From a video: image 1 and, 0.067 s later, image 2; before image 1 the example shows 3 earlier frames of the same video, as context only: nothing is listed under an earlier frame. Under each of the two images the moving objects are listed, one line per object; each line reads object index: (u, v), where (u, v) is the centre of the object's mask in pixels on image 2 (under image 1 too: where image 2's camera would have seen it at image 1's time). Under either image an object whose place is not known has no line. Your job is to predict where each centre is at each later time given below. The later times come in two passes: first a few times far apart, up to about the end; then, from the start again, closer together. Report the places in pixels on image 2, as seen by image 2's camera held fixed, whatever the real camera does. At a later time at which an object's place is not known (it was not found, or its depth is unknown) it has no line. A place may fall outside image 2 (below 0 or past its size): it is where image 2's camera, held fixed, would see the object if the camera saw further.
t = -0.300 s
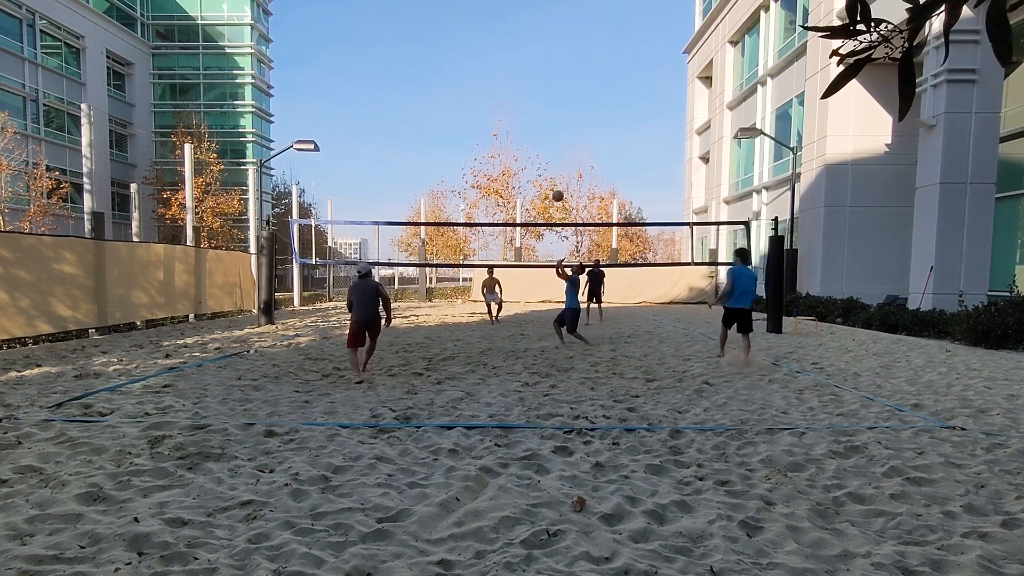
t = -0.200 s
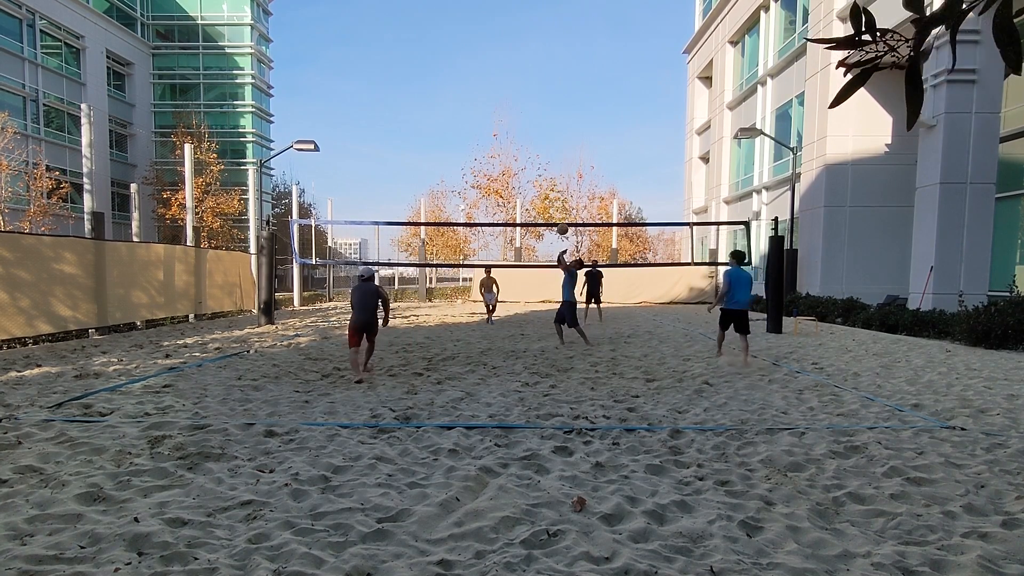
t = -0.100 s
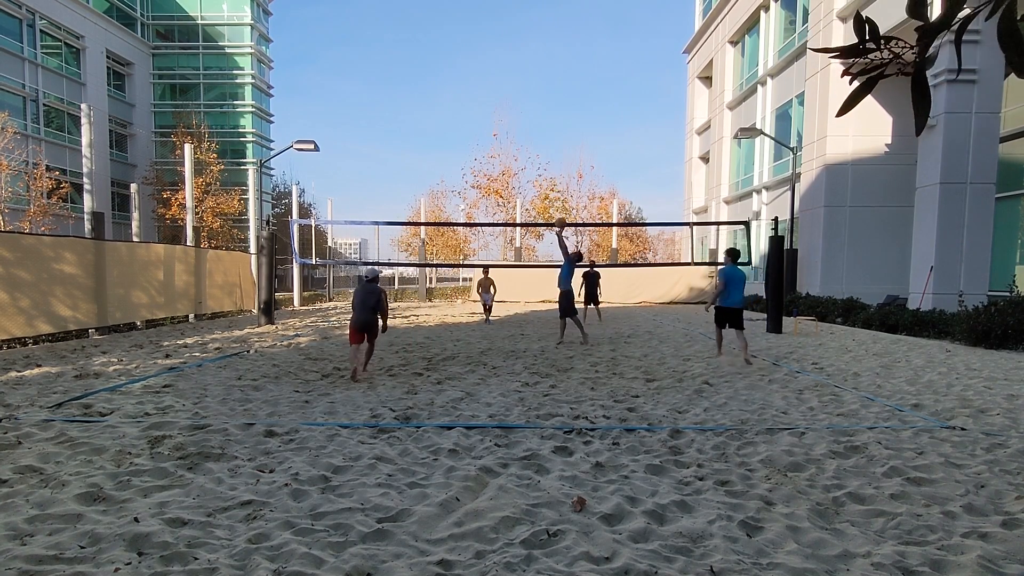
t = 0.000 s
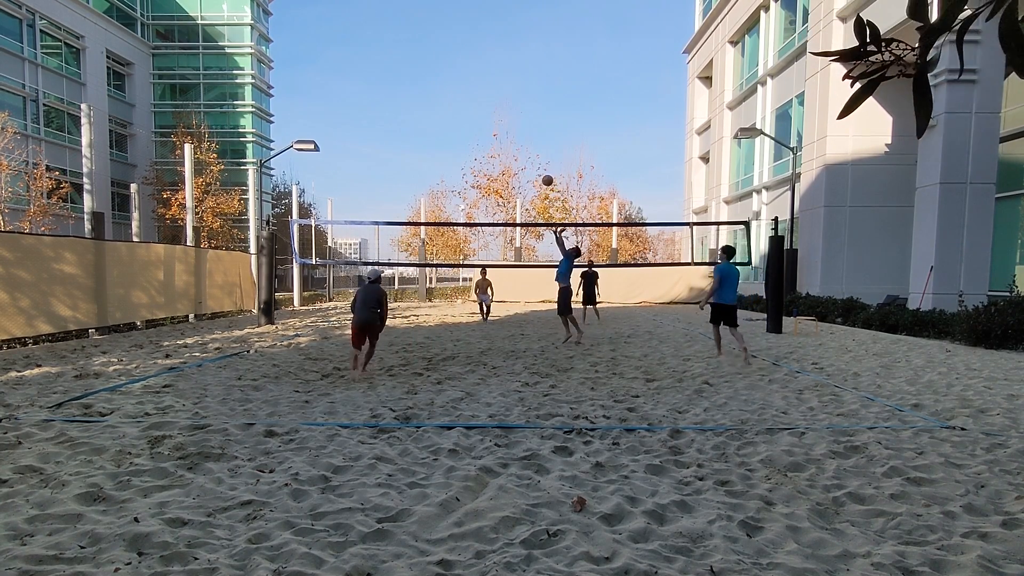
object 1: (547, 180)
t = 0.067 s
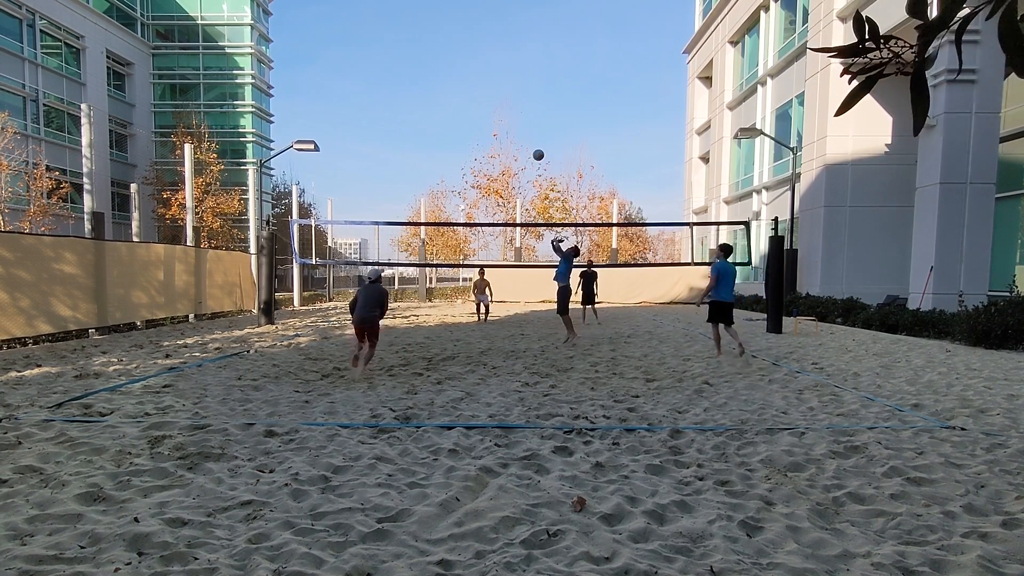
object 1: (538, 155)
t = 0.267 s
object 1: (510, 92)
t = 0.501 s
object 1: (476, 46)
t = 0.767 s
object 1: (438, 30)
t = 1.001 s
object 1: (404, 48)
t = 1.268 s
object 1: (367, 106)
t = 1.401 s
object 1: (350, 149)
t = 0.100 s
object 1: (533, 143)
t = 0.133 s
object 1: (529, 132)
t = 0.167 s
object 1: (524, 121)
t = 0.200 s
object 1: (520, 111)
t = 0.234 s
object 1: (515, 101)
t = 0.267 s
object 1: (510, 92)
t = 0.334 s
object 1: (500, 76)
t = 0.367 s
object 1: (496, 68)
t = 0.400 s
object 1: (491, 62)
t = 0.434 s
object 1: (486, 56)
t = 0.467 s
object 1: (481, 50)
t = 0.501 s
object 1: (476, 46)
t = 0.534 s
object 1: (471, 41)
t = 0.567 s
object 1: (467, 38)
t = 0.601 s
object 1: (462, 36)
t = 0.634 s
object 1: (457, 33)
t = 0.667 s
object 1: (452, 31)
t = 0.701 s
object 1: (447, 30)
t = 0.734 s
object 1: (442, 30)
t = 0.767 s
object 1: (438, 30)
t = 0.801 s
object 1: (433, 30)
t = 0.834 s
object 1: (428, 32)
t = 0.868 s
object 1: (423, 34)
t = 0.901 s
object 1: (418, 36)
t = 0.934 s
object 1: (413, 39)
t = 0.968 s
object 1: (409, 44)
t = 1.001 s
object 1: (404, 48)
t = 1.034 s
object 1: (399, 53)
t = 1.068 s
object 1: (395, 59)
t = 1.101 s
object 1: (390, 65)
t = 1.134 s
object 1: (385, 72)
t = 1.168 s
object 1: (381, 80)
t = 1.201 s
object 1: (376, 88)
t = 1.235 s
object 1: (372, 96)
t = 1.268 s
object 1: (367, 106)
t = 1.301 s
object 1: (363, 116)
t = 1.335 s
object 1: (358, 126)
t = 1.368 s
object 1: (354, 137)
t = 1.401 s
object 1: (350, 149)
